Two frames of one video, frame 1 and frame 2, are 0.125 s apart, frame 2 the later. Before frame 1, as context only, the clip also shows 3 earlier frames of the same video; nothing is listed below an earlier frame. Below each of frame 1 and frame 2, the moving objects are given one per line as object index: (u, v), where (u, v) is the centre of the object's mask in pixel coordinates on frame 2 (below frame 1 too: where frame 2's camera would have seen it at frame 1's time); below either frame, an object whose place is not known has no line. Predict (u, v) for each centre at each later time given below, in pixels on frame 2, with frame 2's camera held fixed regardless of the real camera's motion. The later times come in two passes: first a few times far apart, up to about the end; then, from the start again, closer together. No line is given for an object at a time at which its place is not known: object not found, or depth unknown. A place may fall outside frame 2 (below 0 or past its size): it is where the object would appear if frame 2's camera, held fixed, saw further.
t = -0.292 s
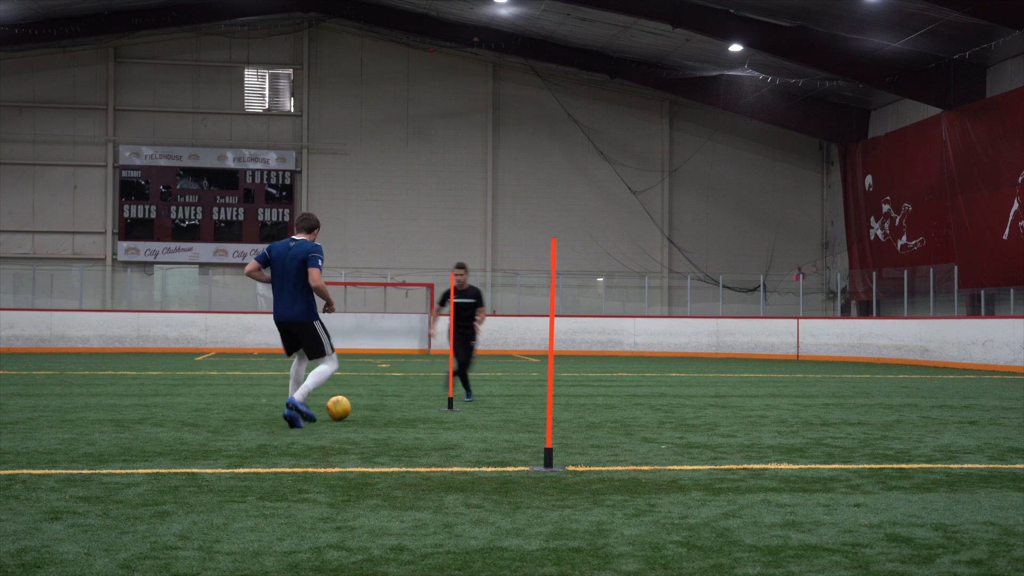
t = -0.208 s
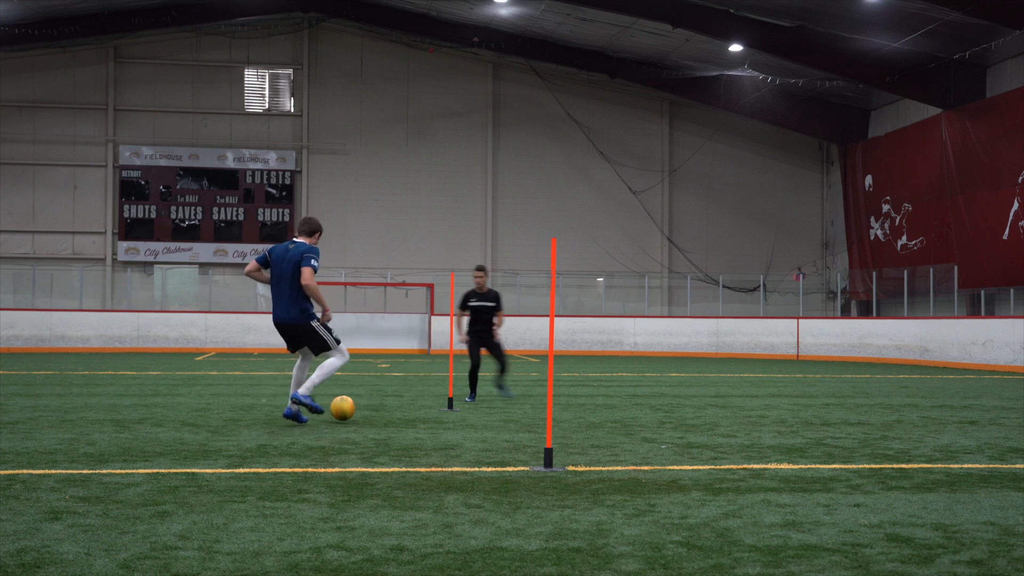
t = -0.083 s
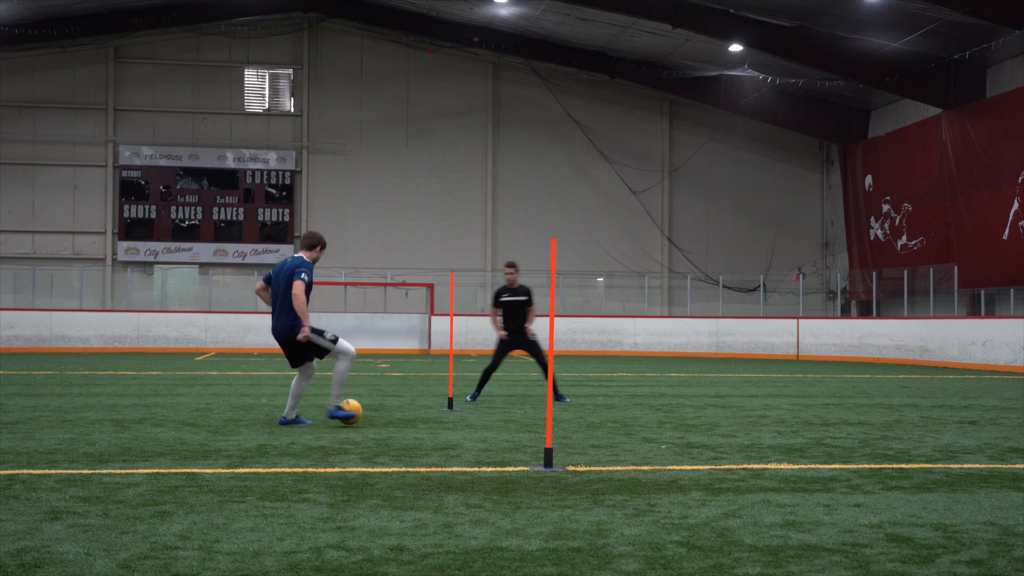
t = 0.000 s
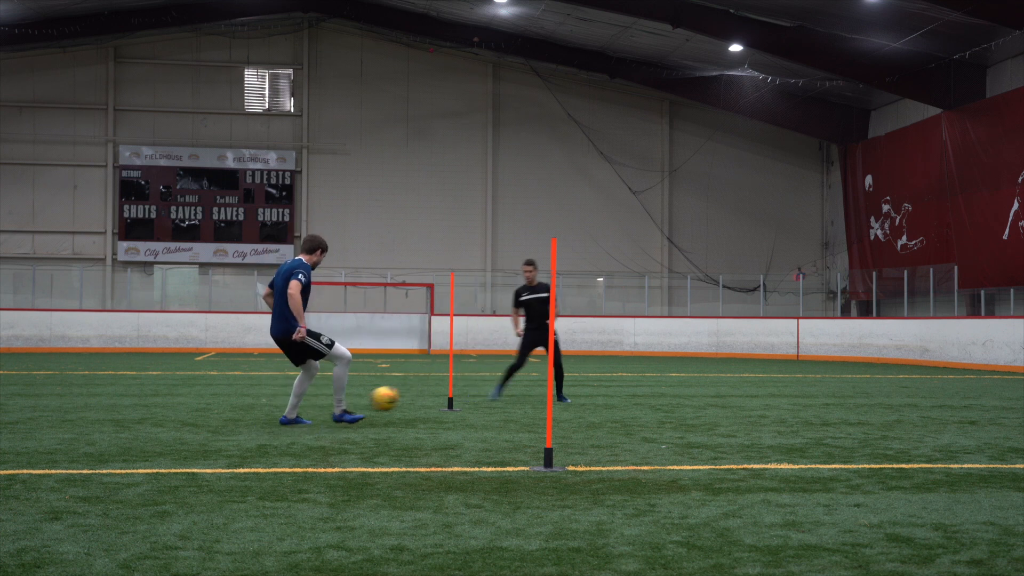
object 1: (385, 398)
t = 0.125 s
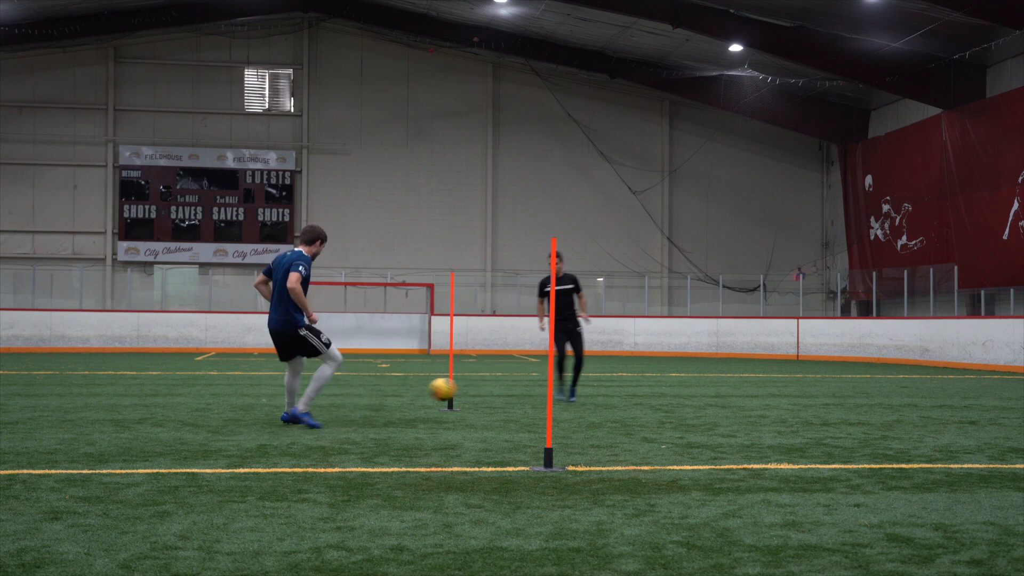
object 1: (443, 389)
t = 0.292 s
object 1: (511, 402)
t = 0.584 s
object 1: (587, 395)
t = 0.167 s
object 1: (461, 389)
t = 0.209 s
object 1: (478, 392)
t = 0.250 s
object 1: (495, 396)
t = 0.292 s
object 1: (511, 402)
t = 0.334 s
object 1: (525, 402)
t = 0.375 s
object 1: (536, 397)
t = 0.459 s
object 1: (560, 391)
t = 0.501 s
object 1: (567, 391)
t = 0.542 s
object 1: (577, 392)
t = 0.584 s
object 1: (587, 395)
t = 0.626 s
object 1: (597, 399)
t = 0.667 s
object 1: (605, 397)
